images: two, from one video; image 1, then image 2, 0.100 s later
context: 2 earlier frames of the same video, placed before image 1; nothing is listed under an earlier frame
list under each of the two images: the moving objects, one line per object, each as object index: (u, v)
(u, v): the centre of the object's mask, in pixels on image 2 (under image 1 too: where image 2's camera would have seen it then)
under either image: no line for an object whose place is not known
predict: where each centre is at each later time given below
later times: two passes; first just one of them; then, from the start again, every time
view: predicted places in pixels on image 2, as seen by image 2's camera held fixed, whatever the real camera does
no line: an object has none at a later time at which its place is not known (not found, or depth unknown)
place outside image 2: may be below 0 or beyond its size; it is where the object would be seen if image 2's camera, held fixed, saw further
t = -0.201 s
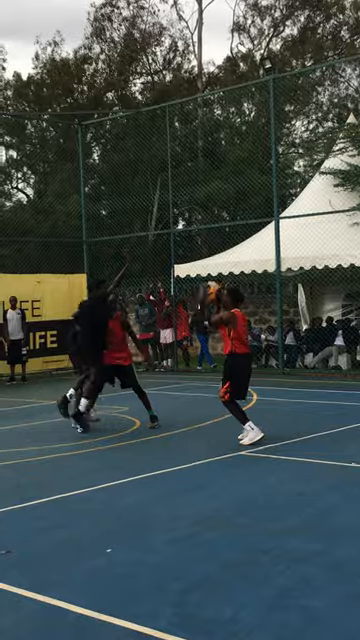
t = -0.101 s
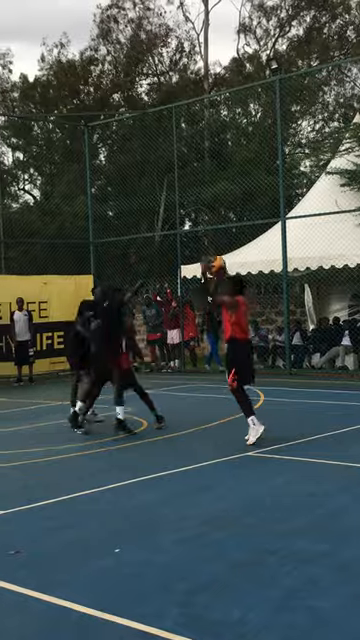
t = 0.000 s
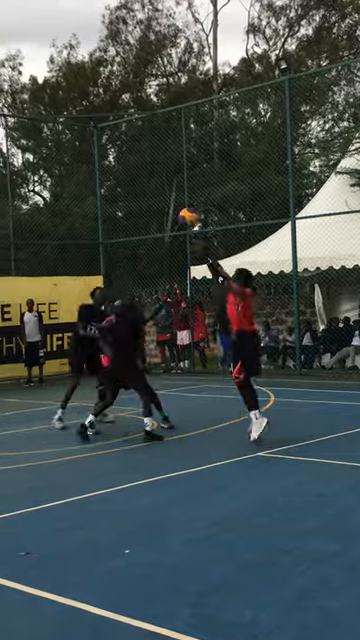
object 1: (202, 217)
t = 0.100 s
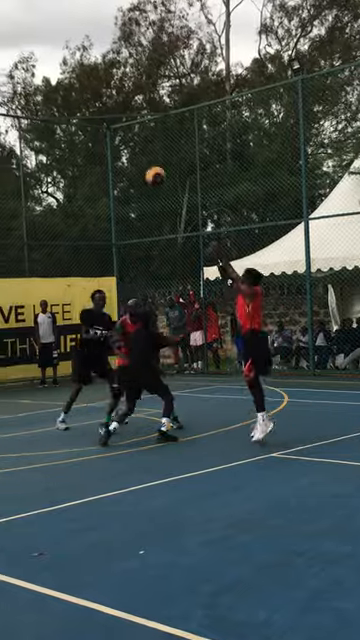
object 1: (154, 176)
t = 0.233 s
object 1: (101, 135)
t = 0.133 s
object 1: (141, 164)
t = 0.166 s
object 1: (125, 153)
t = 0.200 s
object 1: (113, 143)
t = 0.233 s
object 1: (101, 135)
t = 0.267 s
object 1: (88, 128)
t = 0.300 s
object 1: (76, 121)
